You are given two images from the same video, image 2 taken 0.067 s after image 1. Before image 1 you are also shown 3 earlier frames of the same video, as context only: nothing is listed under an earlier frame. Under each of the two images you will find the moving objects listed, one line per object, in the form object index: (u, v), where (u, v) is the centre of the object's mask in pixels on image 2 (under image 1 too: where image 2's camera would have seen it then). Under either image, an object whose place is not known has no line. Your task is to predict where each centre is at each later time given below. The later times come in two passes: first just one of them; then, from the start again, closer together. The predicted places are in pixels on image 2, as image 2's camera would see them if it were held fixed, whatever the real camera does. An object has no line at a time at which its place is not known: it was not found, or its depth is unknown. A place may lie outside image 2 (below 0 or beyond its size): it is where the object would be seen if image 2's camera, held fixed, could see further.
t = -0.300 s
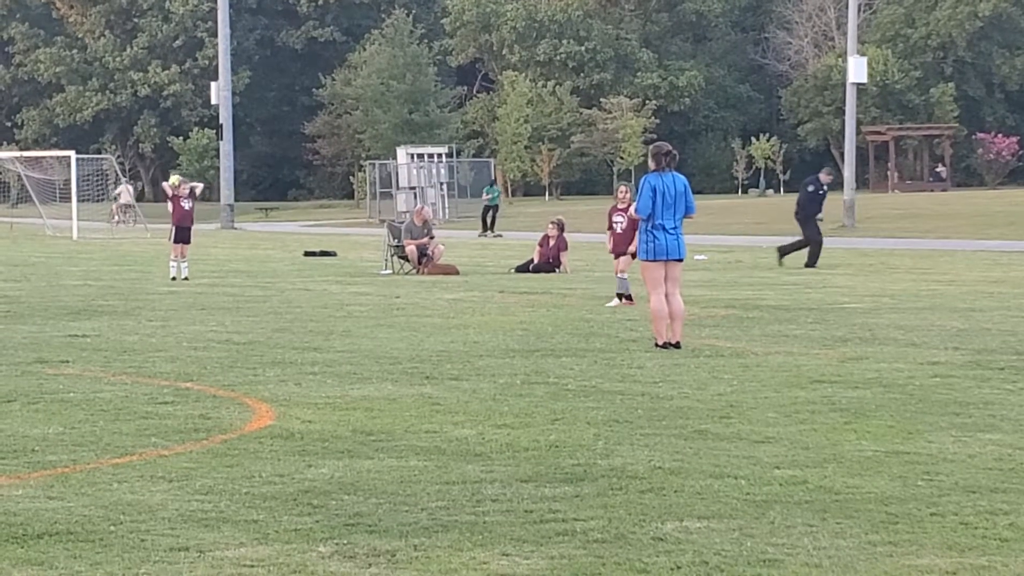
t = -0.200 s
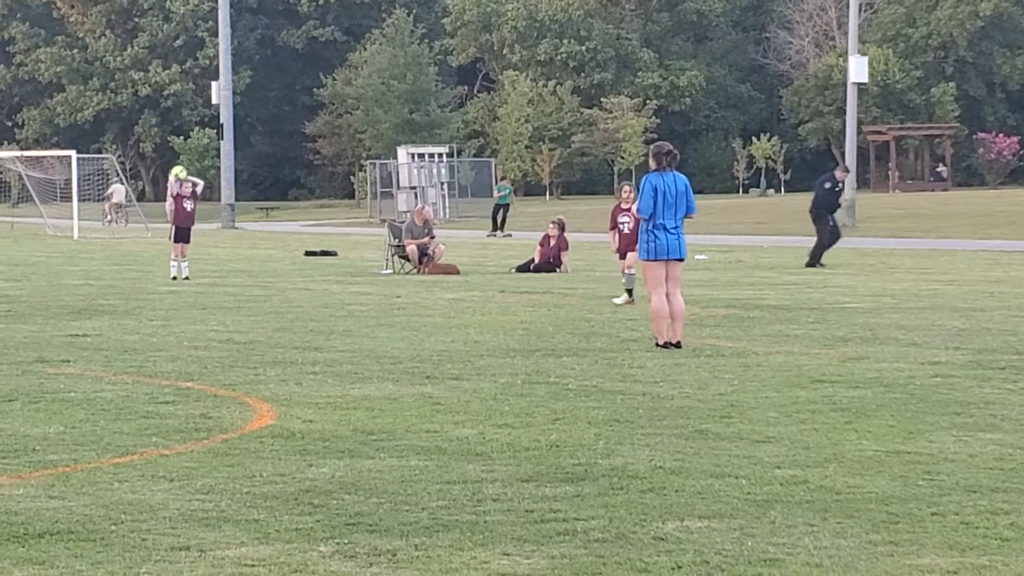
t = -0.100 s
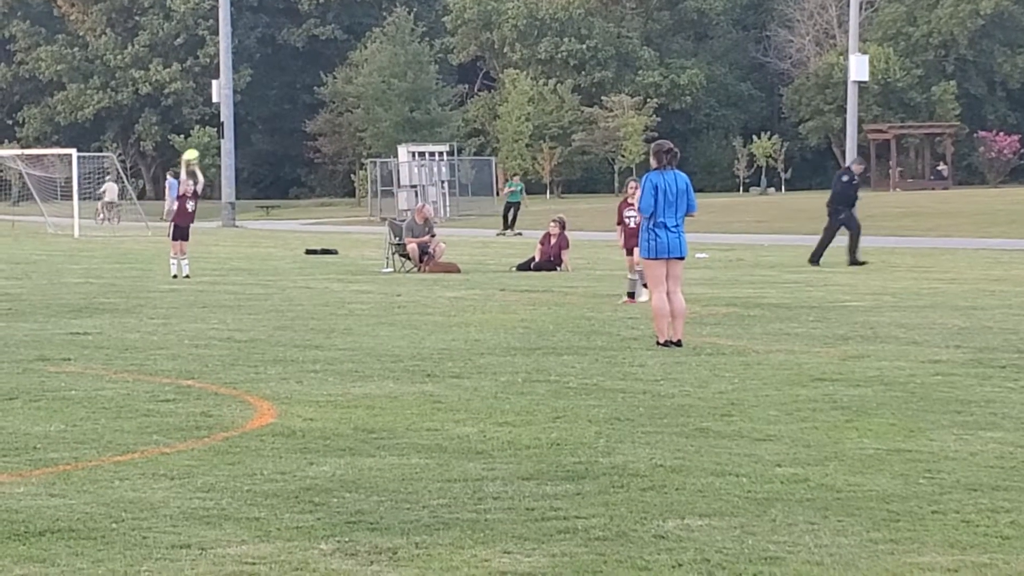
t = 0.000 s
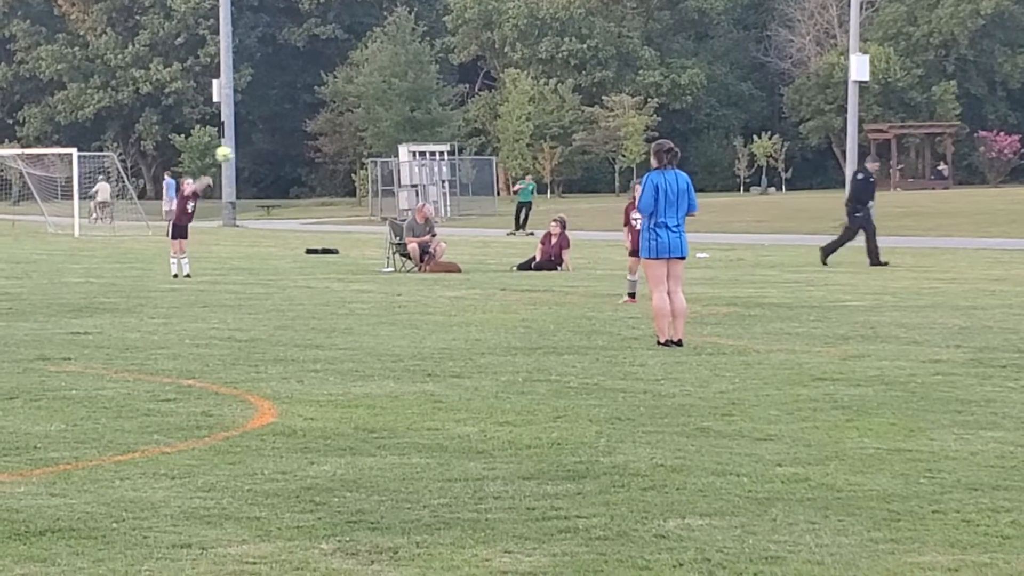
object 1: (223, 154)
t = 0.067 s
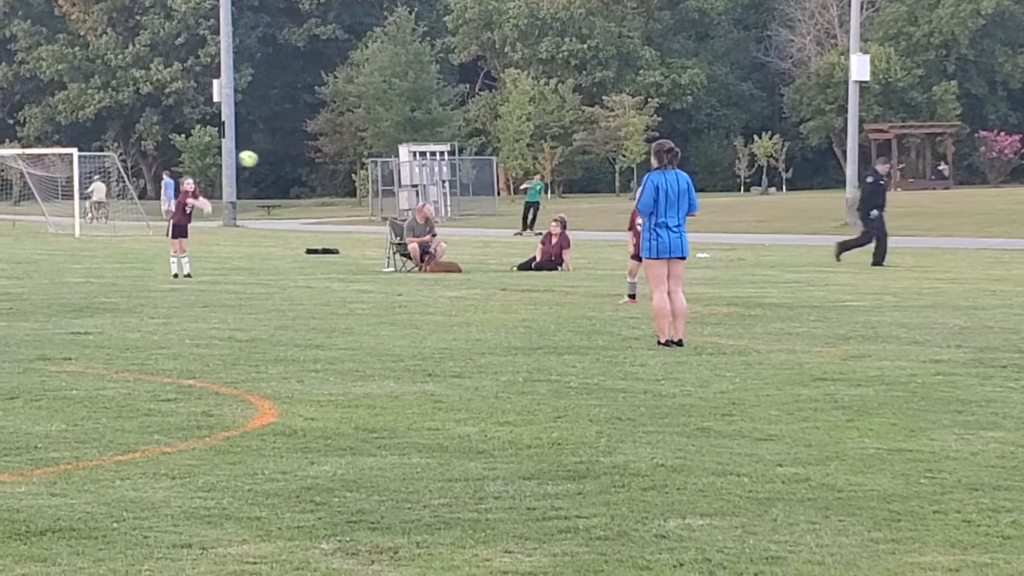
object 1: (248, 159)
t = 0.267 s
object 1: (320, 191)
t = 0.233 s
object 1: (308, 184)
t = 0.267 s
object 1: (320, 191)
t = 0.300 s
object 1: (331, 199)
